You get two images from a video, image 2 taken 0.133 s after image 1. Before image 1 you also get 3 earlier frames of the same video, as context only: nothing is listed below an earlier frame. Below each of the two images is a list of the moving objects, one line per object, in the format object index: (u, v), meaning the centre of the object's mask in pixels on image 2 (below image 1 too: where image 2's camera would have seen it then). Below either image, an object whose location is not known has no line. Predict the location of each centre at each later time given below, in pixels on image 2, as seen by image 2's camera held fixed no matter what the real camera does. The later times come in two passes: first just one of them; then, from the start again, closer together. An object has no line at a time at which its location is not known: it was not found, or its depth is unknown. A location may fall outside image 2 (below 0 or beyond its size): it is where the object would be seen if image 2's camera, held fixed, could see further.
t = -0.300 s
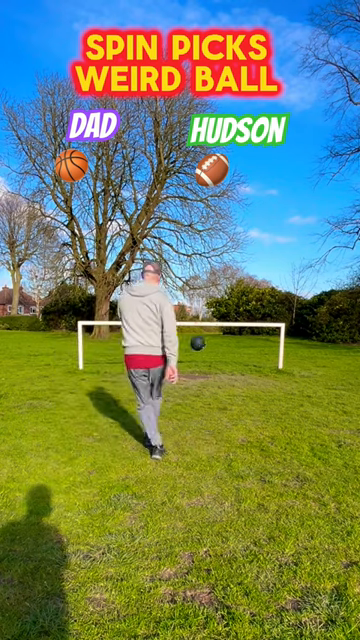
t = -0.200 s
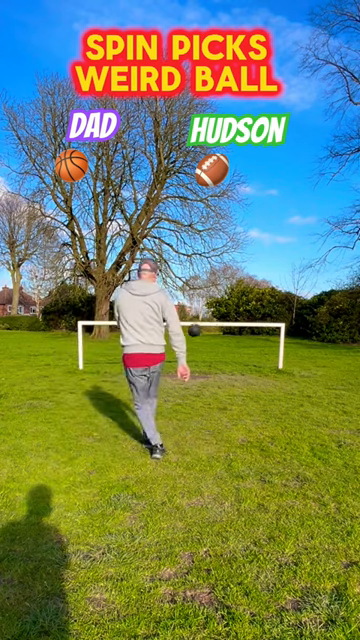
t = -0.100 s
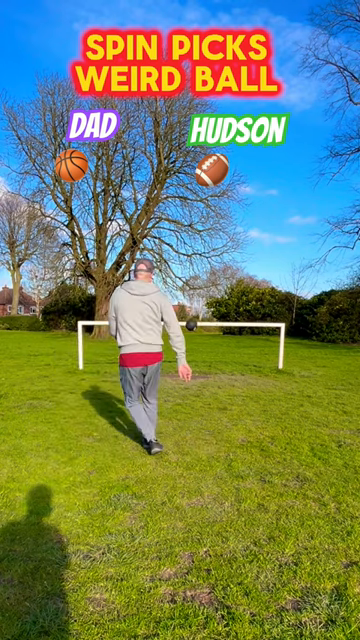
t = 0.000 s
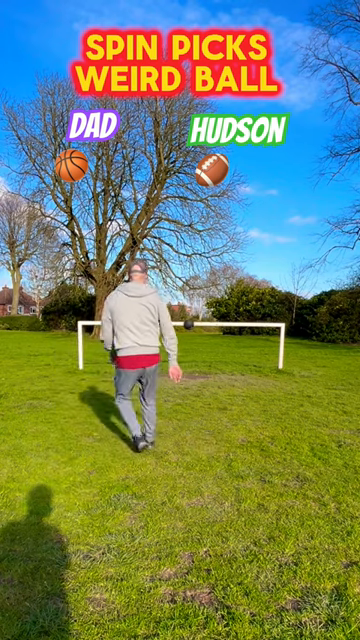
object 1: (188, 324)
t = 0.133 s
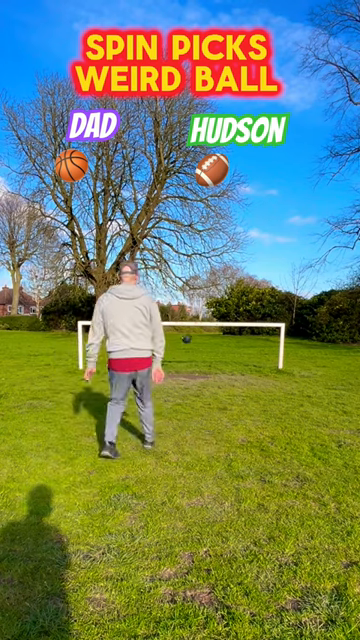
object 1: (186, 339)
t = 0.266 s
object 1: (189, 359)
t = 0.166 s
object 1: (187, 351)
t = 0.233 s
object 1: (188, 368)
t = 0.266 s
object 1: (189, 359)
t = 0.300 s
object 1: (191, 351)
